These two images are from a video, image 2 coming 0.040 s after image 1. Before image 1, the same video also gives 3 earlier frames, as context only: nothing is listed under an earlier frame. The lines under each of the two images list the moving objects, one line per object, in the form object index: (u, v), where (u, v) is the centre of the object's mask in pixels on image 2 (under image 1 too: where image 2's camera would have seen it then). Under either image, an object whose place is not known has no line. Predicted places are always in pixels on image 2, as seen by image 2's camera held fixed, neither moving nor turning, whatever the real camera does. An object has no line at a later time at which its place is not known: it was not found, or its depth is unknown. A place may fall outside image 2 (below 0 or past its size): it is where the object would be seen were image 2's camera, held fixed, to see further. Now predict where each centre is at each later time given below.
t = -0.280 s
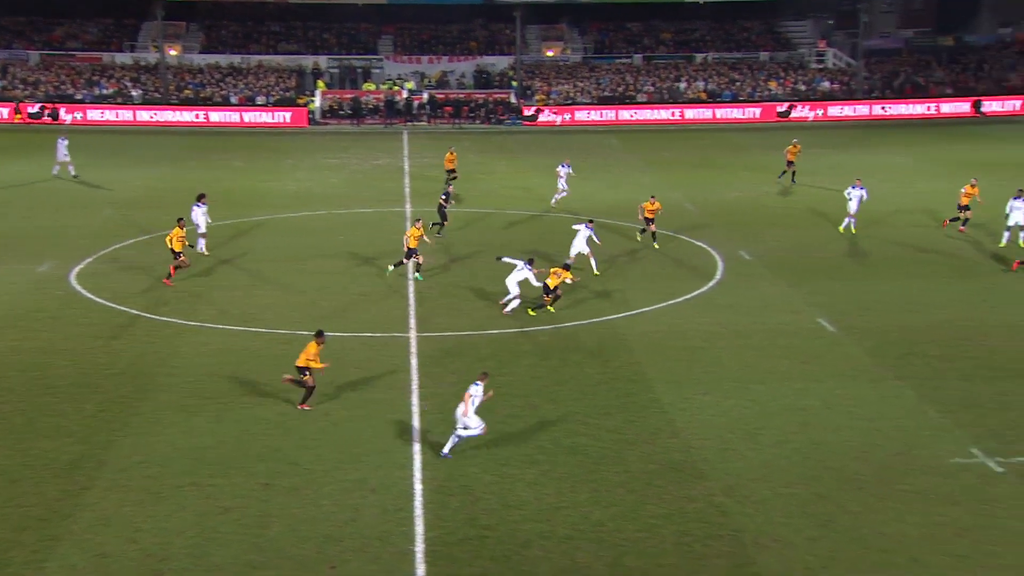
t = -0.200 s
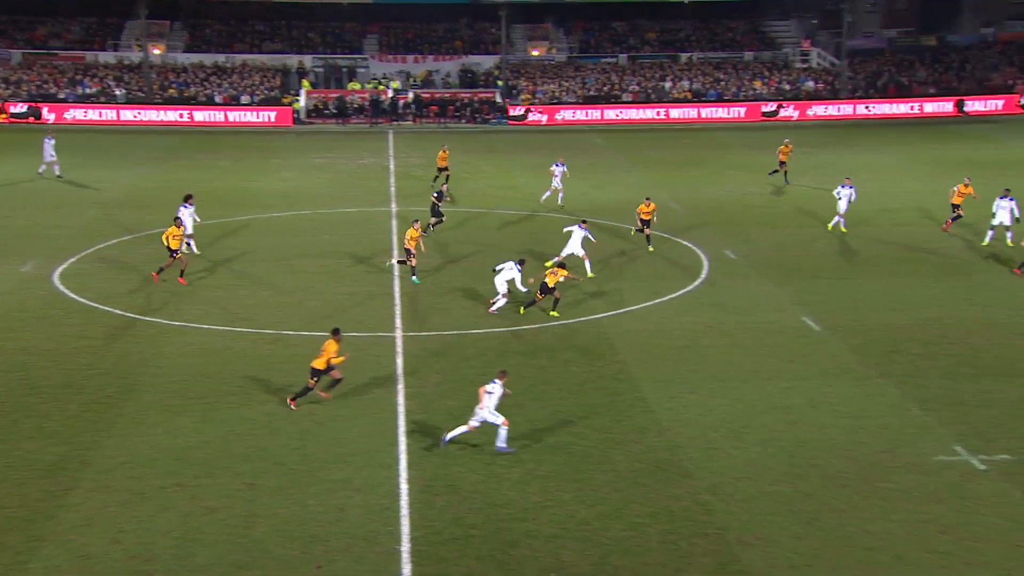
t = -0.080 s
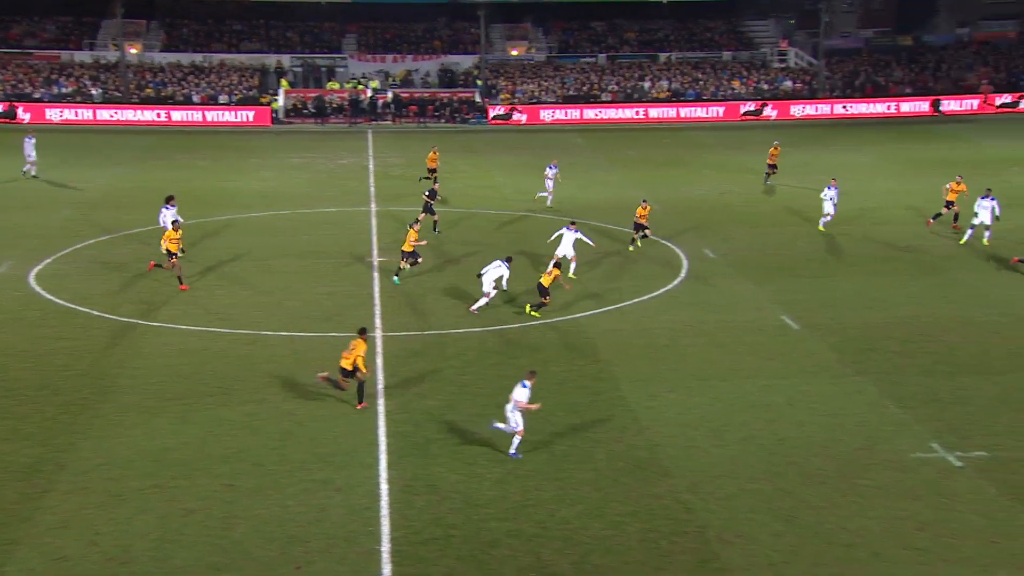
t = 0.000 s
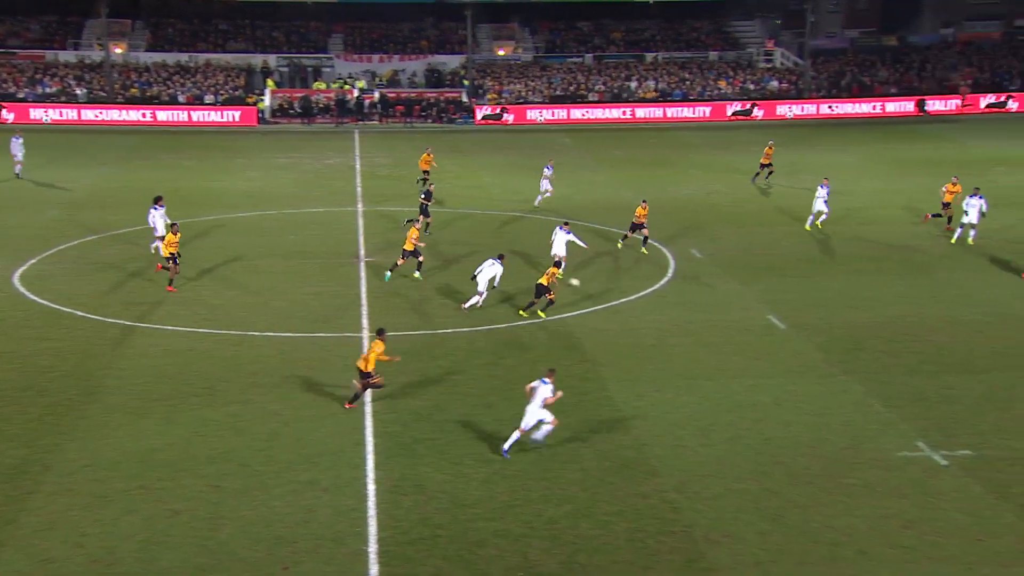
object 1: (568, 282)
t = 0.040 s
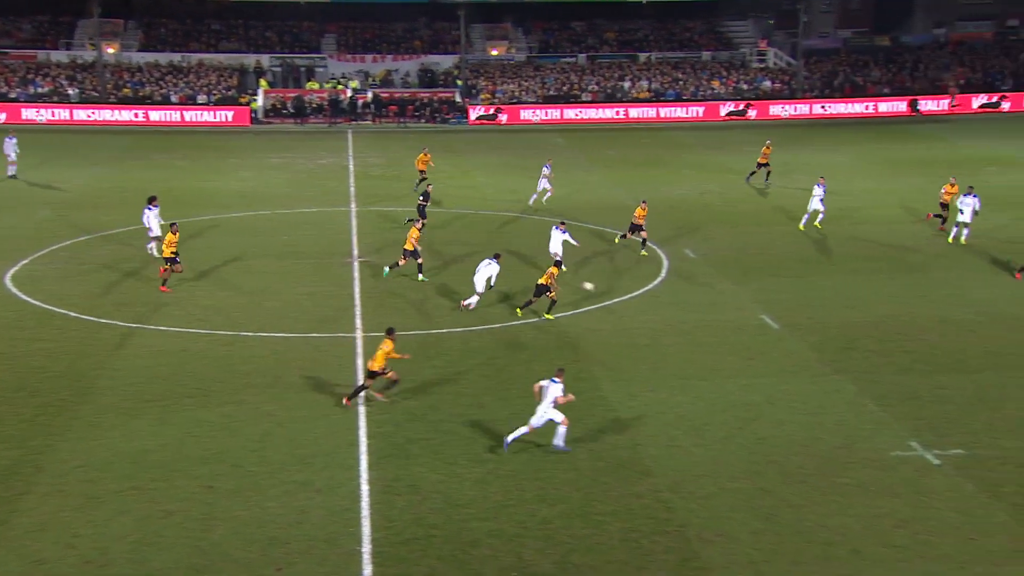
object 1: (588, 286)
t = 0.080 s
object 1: (608, 291)
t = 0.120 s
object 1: (628, 295)
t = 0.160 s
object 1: (647, 299)
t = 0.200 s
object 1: (667, 303)
